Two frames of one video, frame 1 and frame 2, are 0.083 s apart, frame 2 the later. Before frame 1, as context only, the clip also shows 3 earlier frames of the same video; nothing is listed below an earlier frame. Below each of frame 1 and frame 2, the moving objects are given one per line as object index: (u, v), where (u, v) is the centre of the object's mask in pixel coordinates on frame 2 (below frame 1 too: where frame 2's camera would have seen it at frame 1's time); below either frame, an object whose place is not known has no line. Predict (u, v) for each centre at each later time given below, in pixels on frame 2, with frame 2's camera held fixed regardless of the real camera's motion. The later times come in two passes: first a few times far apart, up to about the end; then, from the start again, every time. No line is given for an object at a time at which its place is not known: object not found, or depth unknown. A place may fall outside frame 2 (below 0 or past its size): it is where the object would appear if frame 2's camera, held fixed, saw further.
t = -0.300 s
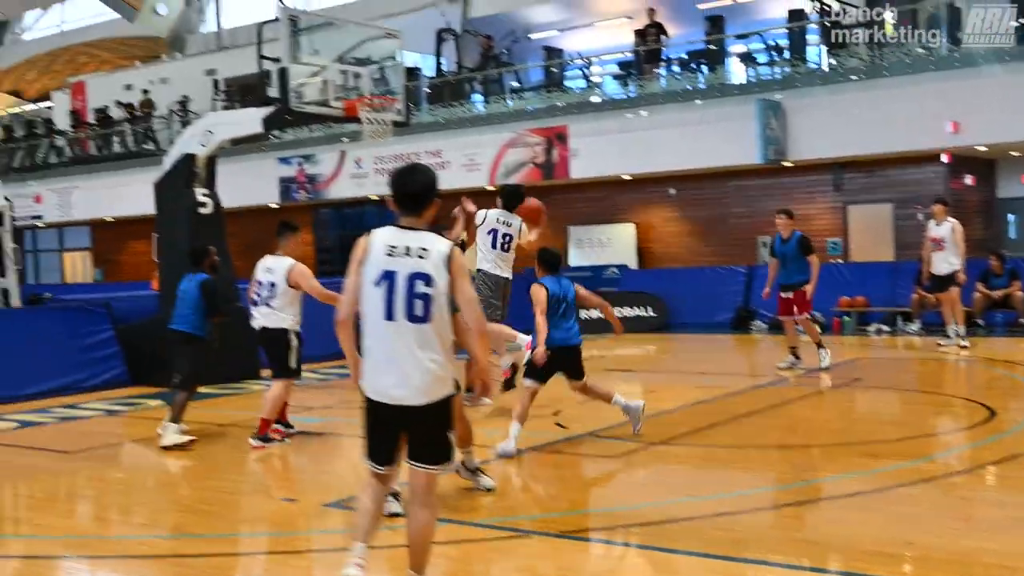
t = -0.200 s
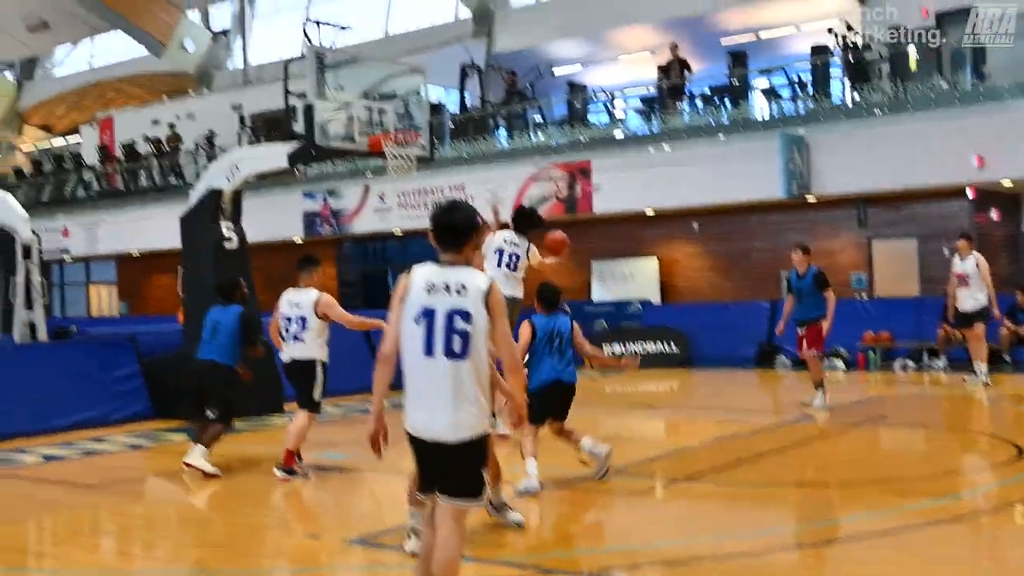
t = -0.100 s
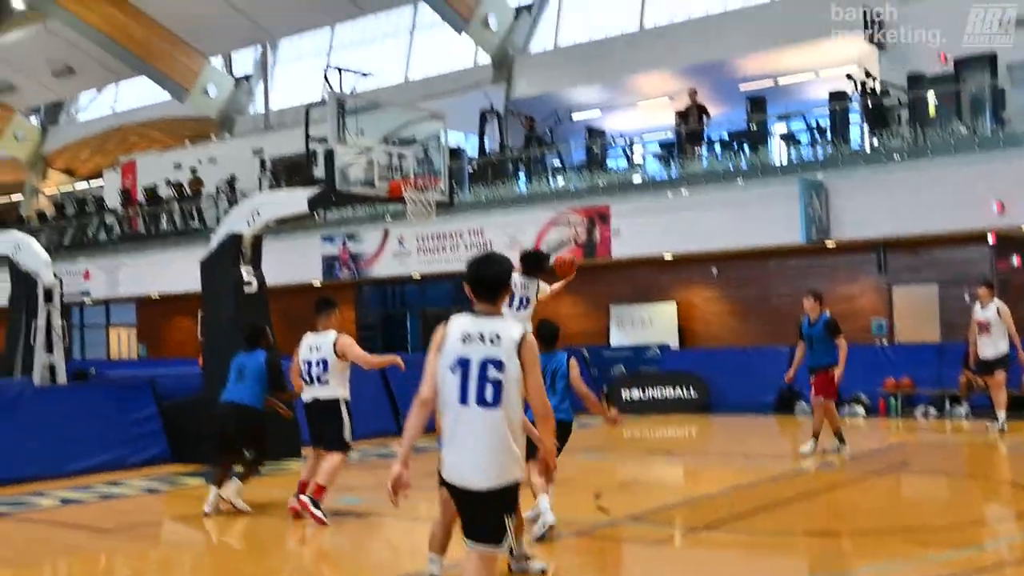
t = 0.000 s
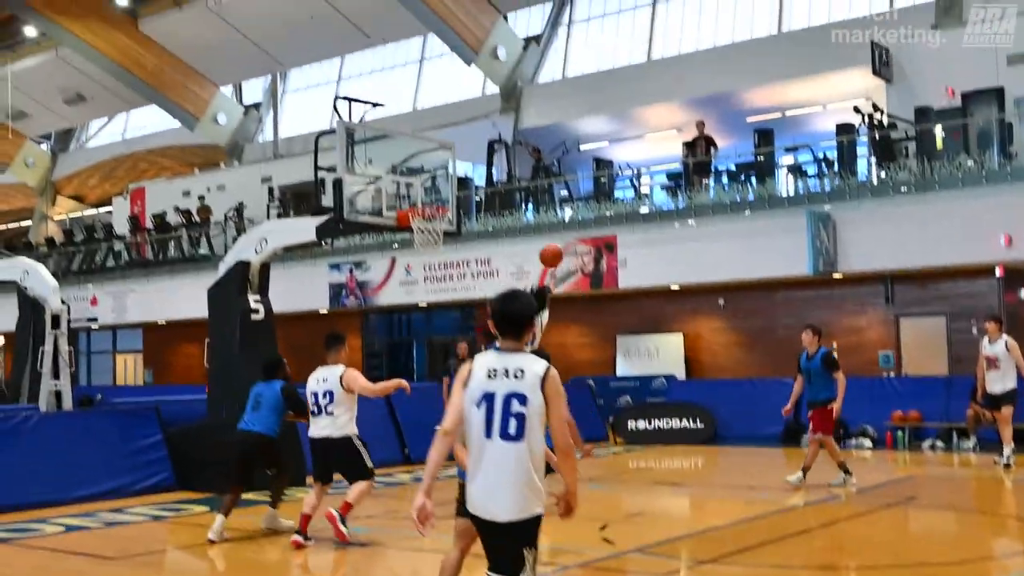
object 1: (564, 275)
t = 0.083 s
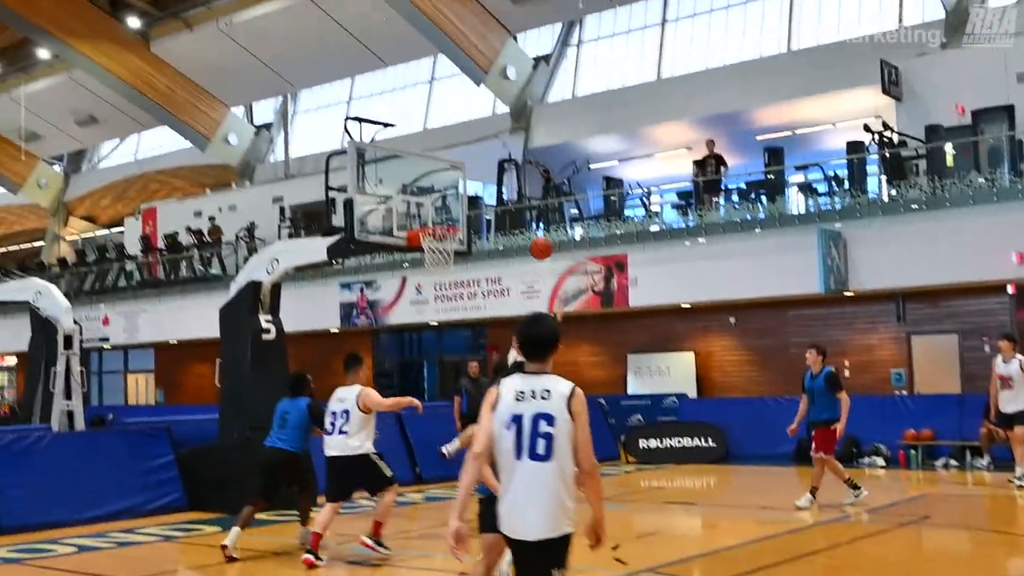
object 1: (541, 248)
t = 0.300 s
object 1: (494, 212)
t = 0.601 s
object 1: (432, 225)
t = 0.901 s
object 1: (455, 250)
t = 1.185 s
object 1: (437, 305)
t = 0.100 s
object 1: (537, 243)
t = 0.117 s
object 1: (533, 239)
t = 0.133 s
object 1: (529, 235)
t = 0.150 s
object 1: (525, 231)
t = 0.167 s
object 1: (522, 228)
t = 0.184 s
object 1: (518, 225)
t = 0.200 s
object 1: (515, 223)
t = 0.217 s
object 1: (512, 221)
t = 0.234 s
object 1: (508, 219)
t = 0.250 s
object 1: (505, 217)
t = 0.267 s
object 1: (501, 215)
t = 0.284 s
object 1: (498, 214)
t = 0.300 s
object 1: (494, 212)
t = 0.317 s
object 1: (489, 211)
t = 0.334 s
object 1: (486, 210)
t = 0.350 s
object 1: (482, 210)
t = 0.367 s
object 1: (479, 209)
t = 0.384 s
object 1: (476, 209)
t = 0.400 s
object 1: (473, 210)
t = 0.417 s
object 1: (469, 210)
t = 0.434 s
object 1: (465, 211)
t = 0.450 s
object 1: (461, 212)
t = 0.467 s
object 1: (457, 213)
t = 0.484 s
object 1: (454, 215)
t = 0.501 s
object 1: (452, 216)
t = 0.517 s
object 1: (449, 218)
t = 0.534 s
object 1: (445, 219)
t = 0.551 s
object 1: (441, 221)
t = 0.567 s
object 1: (438, 222)
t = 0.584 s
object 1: (435, 223)
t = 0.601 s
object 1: (432, 225)
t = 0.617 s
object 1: (435, 225)
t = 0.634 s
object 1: (440, 225)
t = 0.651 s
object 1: (444, 225)
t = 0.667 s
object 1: (446, 235)
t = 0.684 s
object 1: (448, 236)
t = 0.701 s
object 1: (450, 237)
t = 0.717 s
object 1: (455, 241)
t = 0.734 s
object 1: (457, 241)
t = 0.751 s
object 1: (457, 242)
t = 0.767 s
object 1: (459, 243)
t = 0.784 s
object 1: (459, 244)
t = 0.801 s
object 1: (459, 244)
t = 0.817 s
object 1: (459, 245)
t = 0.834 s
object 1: (459, 246)
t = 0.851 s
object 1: (457, 246)
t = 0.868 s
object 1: (457, 247)
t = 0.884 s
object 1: (456, 249)
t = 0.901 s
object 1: (455, 250)
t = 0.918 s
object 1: (454, 251)
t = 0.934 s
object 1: (454, 253)
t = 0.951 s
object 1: (452, 255)
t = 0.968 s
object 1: (450, 258)
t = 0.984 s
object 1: (449, 260)
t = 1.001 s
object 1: (449, 261)
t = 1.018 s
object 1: (448, 264)
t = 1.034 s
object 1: (446, 267)
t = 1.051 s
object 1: (444, 269)
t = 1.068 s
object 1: (444, 274)
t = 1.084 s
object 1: (442, 278)
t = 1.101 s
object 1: (441, 282)
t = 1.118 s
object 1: (441, 286)
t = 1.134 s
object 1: (440, 290)
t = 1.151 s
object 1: (439, 295)
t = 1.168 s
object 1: (438, 300)
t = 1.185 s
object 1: (437, 305)
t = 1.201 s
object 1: (435, 310)
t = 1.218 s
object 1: (435, 317)
